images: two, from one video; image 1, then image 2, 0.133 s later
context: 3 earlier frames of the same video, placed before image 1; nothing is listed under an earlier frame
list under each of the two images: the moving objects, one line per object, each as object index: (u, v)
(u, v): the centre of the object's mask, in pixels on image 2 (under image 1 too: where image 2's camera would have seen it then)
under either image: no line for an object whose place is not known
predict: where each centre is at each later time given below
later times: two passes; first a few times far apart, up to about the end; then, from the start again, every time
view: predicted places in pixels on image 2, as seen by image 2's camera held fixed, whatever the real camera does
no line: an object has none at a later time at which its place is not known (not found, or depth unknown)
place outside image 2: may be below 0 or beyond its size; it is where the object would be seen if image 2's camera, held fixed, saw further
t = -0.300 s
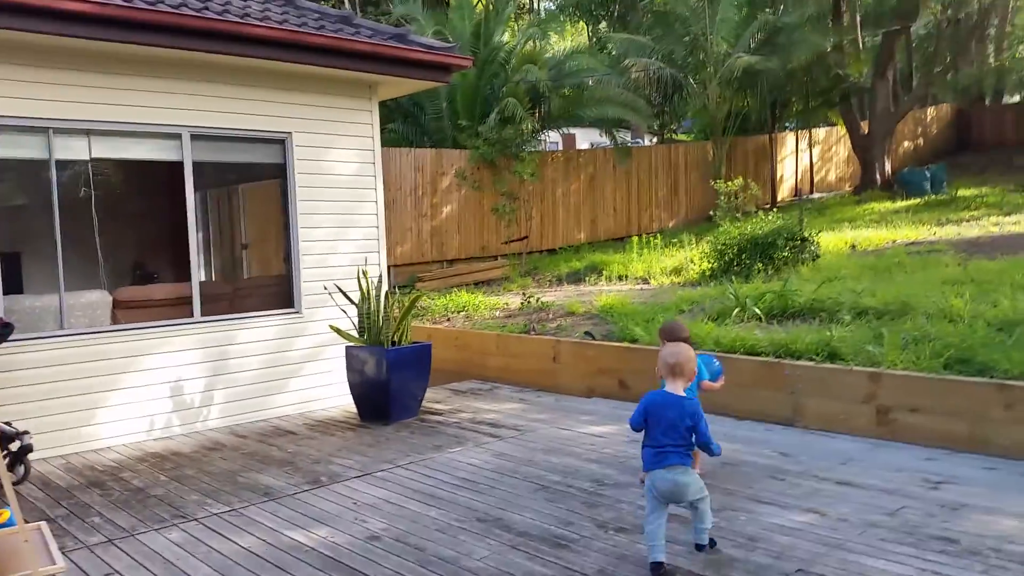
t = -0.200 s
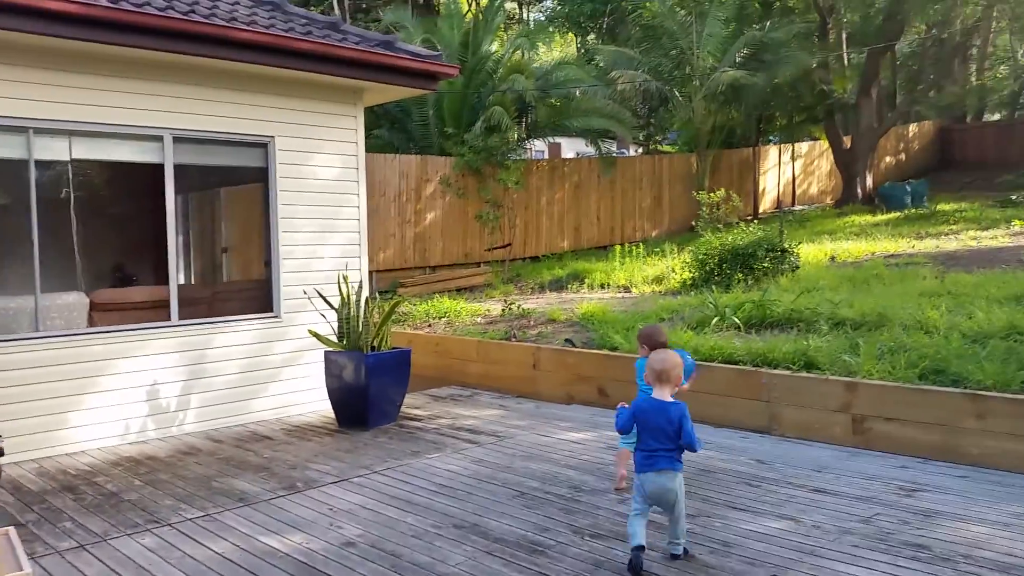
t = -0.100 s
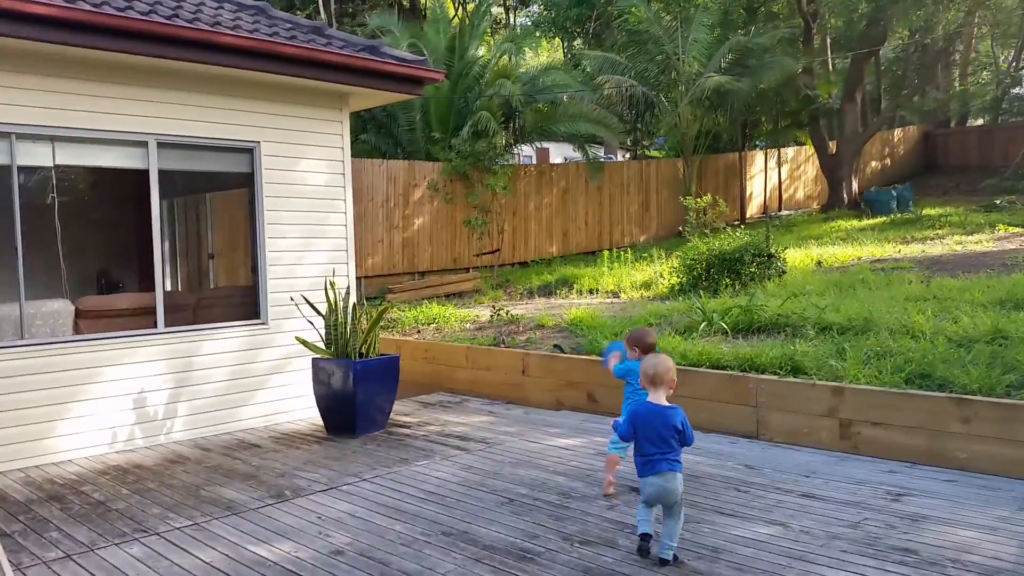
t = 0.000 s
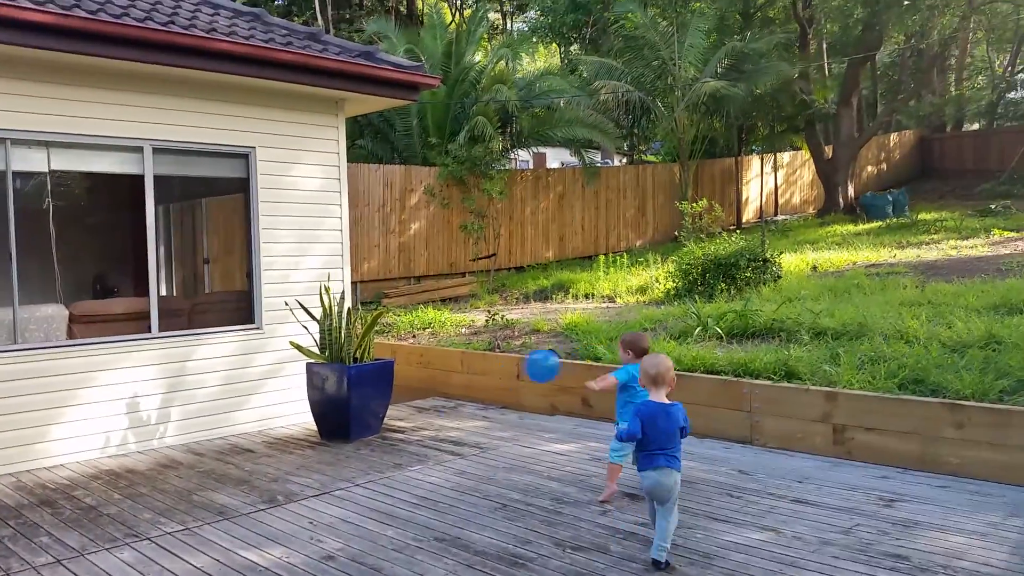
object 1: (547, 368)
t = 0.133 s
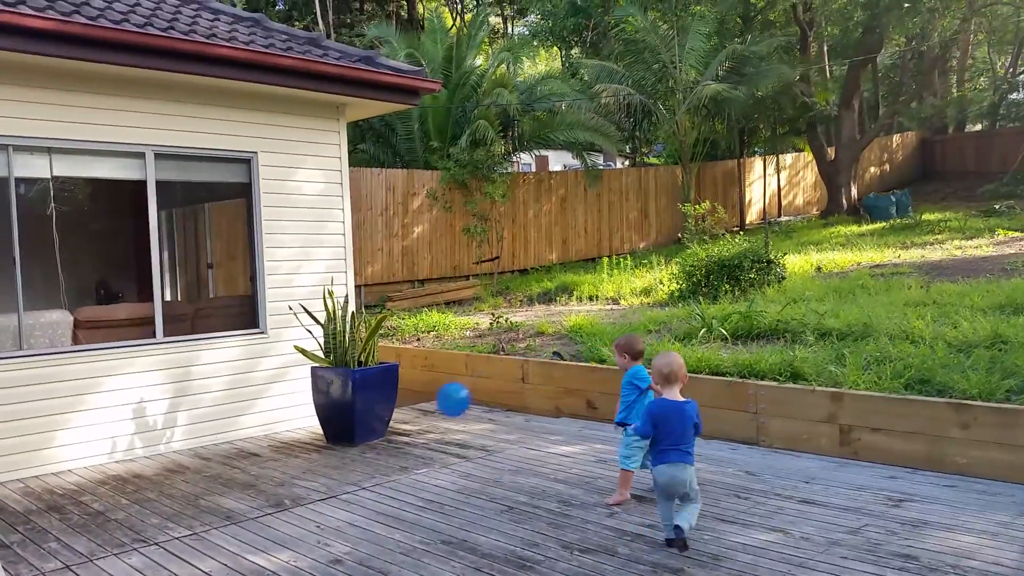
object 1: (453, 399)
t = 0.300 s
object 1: (354, 453)
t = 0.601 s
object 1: (219, 397)
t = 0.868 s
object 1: (112, 463)
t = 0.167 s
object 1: (432, 411)
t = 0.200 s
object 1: (410, 426)
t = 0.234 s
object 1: (389, 442)
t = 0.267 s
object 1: (369, 460)
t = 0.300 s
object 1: (354, 453)
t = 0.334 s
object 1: (339, 440)
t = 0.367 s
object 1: (324, 429)
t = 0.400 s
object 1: (309, 419)
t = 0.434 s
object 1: (293, 410)
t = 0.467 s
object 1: (278, 404)
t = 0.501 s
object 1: (262, 400)
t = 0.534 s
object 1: (248, 397)
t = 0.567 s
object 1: (234, 397)
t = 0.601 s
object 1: (219, 397)
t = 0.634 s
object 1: (205, 400)
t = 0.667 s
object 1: (191, 404)
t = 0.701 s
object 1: (177, 410)
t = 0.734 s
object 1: (162, 418)
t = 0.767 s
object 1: (149, 428)
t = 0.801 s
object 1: (136, 439)
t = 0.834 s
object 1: (124, 453)
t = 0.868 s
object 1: (112, 463)
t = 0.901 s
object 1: (100, 452)
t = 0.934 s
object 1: (87, 441)
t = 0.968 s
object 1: (73, 432)
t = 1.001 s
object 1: (60, 426)
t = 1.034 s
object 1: (50, 421)
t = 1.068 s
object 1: (46, 418)
